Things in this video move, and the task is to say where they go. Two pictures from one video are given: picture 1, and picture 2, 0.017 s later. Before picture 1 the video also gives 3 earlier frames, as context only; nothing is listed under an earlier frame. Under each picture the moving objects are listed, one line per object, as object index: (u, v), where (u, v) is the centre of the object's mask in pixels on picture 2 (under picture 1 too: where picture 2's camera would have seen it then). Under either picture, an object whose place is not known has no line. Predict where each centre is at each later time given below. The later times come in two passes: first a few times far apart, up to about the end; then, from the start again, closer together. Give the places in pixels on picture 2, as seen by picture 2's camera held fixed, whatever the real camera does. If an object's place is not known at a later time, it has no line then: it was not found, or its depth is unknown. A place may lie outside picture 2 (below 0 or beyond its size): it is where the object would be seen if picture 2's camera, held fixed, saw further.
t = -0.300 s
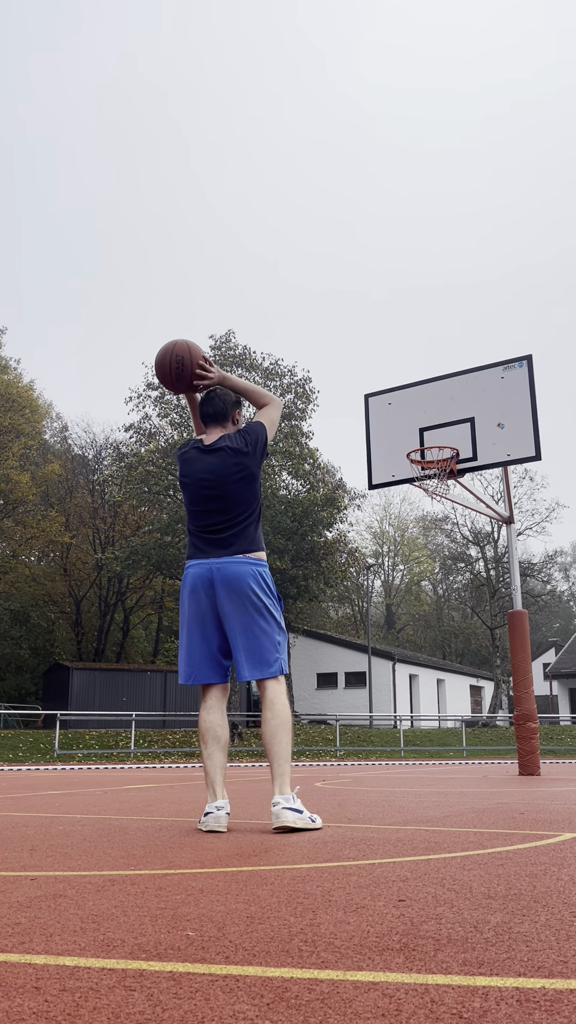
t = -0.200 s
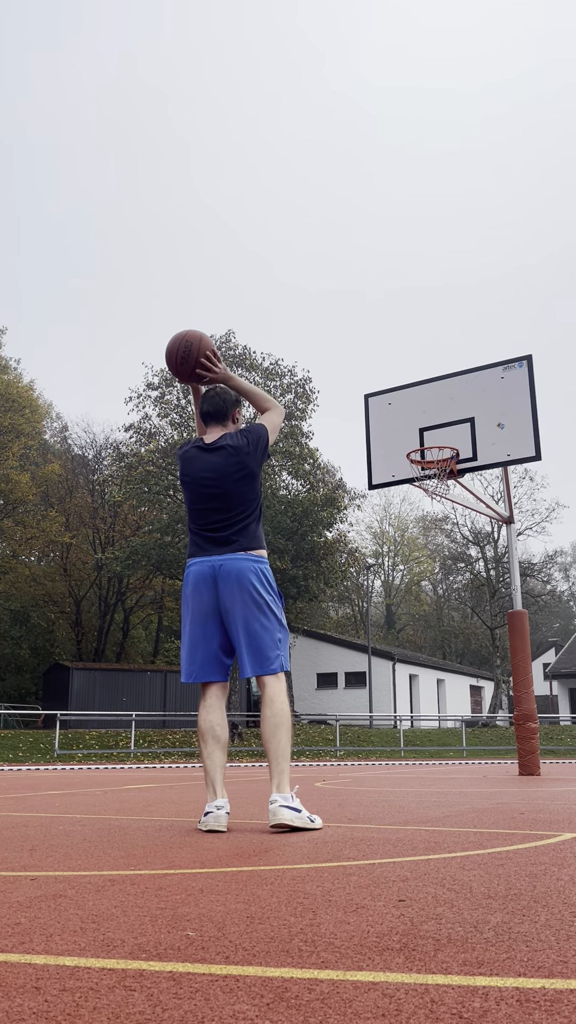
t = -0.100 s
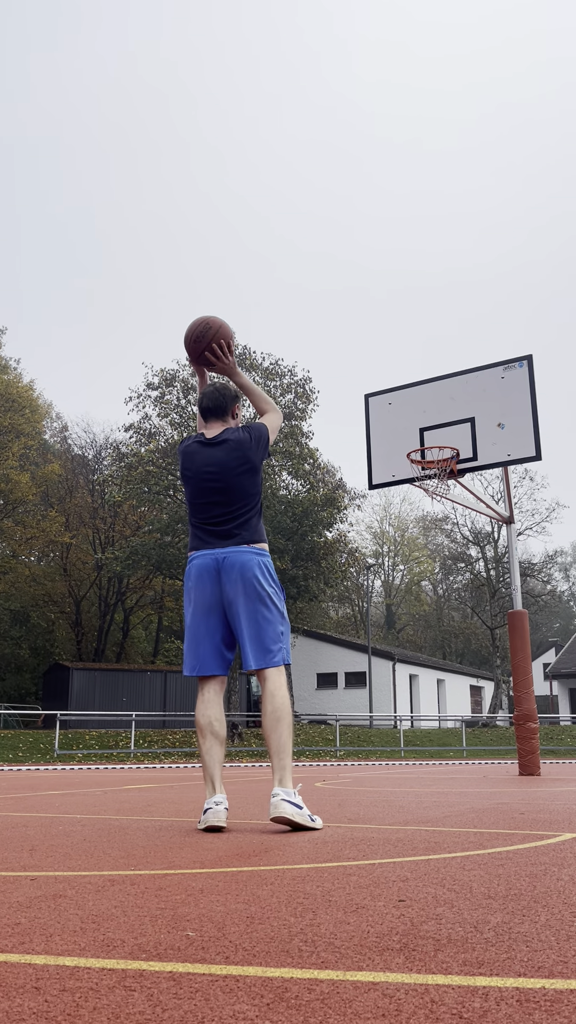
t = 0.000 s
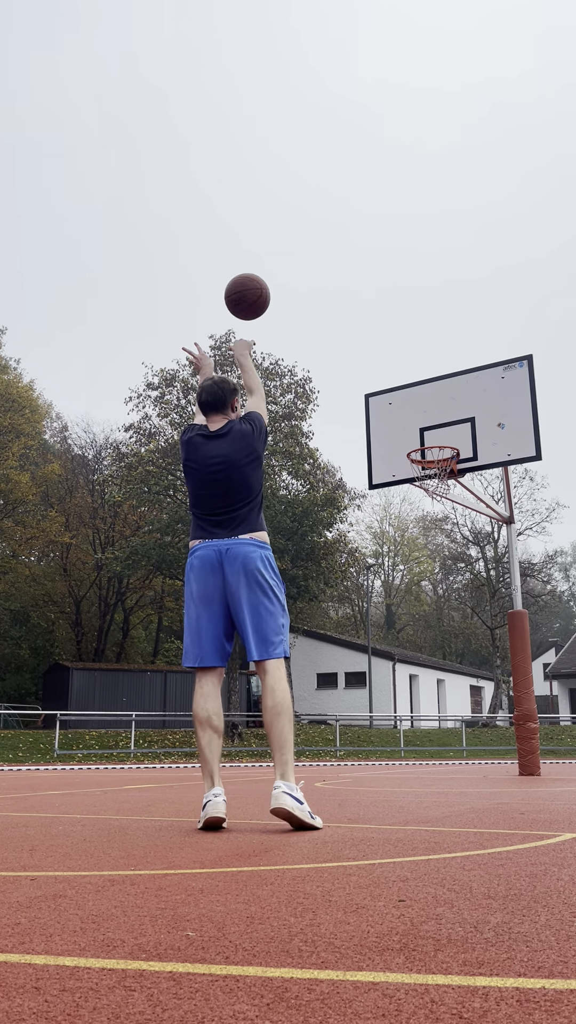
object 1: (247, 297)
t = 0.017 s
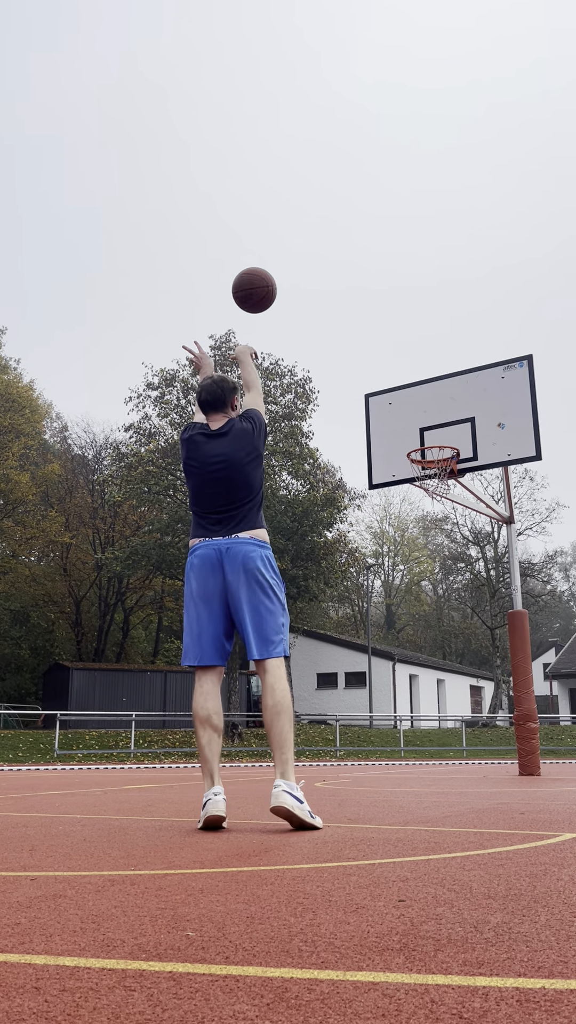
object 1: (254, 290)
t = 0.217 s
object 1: (321, 259)
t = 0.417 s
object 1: (369, 284)
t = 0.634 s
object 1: (408, 350)
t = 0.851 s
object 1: (440, 447)
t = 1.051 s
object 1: (410, 470)
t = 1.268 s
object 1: (423, 480)
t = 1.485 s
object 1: (450, 502)
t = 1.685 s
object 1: (477, 561)
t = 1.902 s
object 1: (510, 675)
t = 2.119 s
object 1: (537, 720)
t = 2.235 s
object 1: (544, 669)
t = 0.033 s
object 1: (261, 284)
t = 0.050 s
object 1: (267, 279)
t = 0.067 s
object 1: (274, 275)
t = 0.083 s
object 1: (280, 271)
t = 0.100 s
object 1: (285, 268)
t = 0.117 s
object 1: (291, 265)
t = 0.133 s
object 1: (297, 263)
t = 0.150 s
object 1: (302, 261)
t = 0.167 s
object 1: (307, 260)
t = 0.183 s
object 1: (312, 259)
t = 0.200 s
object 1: (317, 259)
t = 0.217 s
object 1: (321, 259)
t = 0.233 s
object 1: (326, 259)
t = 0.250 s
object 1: (330, 260)
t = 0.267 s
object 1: (335, 261)
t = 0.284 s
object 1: (339, 262)
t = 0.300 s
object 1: (343, 264)
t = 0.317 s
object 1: (347, 266)
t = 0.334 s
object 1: (351, 268)
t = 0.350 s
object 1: (354, 271)
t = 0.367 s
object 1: (358, 274)
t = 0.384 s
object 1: (362, 277)
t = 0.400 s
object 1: (365, 280)
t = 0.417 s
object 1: (369, 284)
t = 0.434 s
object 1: (372, 288)
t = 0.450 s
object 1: (375, 291)
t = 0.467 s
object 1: (379, 296)
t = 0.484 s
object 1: (382, 300)
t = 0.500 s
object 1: (385, 305)
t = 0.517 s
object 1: (388, 310)
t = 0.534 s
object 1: (391, 315)
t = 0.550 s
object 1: (394, 320)
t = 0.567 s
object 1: (397, 326)
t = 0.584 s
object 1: (400, 332)
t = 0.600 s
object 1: (402, 338)
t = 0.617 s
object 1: (405, 344)
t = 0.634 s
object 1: (408, 350)
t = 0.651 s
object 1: (411, 357)
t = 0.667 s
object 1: (413, 363)
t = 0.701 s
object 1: (419, 377)
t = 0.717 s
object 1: (421, 384)
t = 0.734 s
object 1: (423, 392)
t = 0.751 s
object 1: (426, 399)
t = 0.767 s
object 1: (428, 407)
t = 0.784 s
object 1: (431, 414)
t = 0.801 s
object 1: (433, 422)
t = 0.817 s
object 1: (436, 430)
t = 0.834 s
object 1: (438, 437)
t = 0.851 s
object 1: (440, 447)
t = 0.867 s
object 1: (442, 455)
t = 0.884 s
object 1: (438, 459)
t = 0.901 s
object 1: (435, 463)
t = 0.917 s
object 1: (429, 470)
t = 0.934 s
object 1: (423, 475)
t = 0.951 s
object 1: (420, 479)
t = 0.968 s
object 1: (418, 479)
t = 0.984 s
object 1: (416, 477)
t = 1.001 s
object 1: (415, 475)
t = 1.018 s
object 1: (413, 473)
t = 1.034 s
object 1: (411, 471)
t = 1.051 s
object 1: (410, 470)
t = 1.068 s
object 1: (410, 469)
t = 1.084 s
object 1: (409, 469)
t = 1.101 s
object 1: (410, 470)
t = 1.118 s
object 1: (410, 470)
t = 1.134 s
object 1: (411, 471)
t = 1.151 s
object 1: (412, 472)
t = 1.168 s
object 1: (413, 473)
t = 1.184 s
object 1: (414, 474)
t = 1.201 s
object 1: (416, 475)
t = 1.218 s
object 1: (418, 476)
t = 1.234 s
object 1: (419, 478)
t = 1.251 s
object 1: (421, 478)
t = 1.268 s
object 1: (423, 480)
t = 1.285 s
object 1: (425, 481)
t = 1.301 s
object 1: (427, 482)
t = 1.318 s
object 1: (429, 483)
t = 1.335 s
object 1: (432, 483)
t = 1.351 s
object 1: (434, 484)
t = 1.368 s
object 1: (438, 490)
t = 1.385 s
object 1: (438, 490)
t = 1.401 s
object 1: (440, 491)
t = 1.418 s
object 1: (442, 492)
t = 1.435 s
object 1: (444, 494)
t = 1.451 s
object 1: (446, 496)
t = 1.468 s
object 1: (448, 499)
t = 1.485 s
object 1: (450, 502)
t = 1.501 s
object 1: (453, 505)
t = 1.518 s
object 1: (455, 509)
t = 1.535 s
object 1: (457, 513)
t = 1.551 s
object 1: (459, 517)
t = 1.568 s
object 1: (461, 521)
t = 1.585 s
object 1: (463, 526)
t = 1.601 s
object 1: (465, 531)
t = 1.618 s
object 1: (468, 537)
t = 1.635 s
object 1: (470, 542)
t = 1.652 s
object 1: (473, 548)
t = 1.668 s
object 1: (475, 554)
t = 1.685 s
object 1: (477, 561)
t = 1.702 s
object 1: (480, 568)
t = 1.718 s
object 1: (482, 575)
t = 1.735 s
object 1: (485, 582)
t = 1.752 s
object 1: (487, 590)
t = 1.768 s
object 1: (490, 598)
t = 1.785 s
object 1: (492, 606)
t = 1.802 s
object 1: (495, 615)
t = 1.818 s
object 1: (497, 624)
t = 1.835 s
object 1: (499, 634)
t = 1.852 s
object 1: (502, 643)
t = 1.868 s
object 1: (504, 654)
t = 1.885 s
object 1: (507, 664)
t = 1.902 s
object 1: (510, 675)
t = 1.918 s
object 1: (513, 687)
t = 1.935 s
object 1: (515, 698)
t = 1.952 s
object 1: (518, 711)
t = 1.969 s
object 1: (520, 723)
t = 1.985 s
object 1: (523, 735)
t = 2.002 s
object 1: (526, 749)
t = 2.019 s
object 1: (529, 763)
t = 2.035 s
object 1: (531, 768)
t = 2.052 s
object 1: (532, 757)
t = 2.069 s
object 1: (533, 747)
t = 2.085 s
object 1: (535, 738)
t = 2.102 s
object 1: (536, 729)
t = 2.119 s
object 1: (537, 720)
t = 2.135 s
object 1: (538, 712)
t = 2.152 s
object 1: (539, 704)
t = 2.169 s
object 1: (540, 696)
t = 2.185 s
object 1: (541, 689)
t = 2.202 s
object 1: (542, 682)
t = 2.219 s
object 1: (543, 675)
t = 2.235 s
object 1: (544, 669)
